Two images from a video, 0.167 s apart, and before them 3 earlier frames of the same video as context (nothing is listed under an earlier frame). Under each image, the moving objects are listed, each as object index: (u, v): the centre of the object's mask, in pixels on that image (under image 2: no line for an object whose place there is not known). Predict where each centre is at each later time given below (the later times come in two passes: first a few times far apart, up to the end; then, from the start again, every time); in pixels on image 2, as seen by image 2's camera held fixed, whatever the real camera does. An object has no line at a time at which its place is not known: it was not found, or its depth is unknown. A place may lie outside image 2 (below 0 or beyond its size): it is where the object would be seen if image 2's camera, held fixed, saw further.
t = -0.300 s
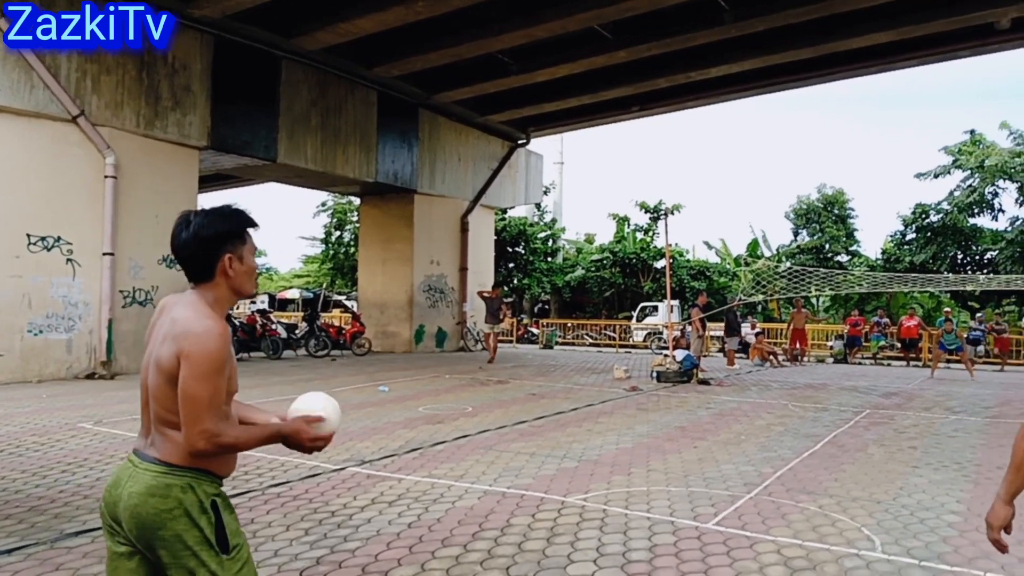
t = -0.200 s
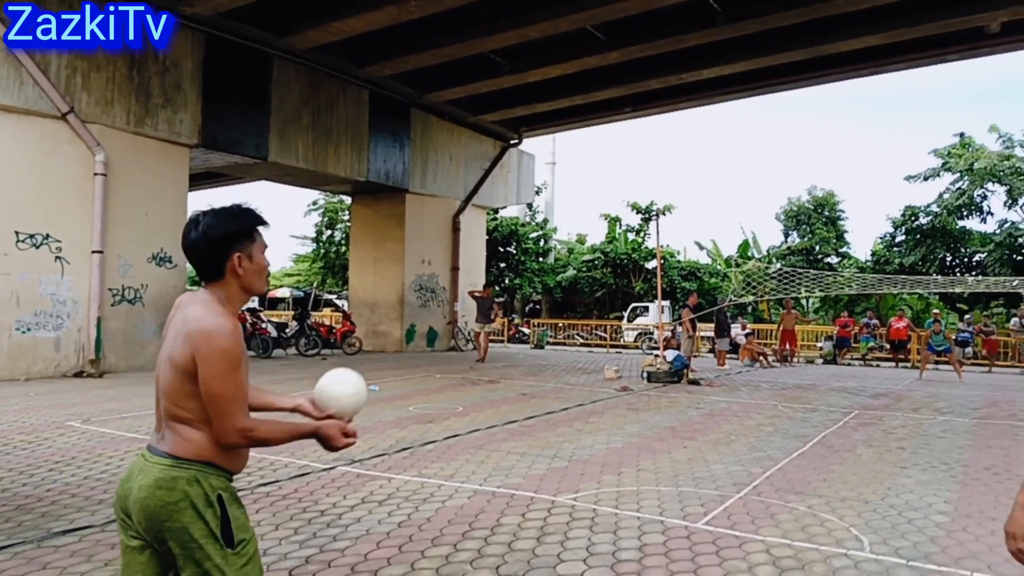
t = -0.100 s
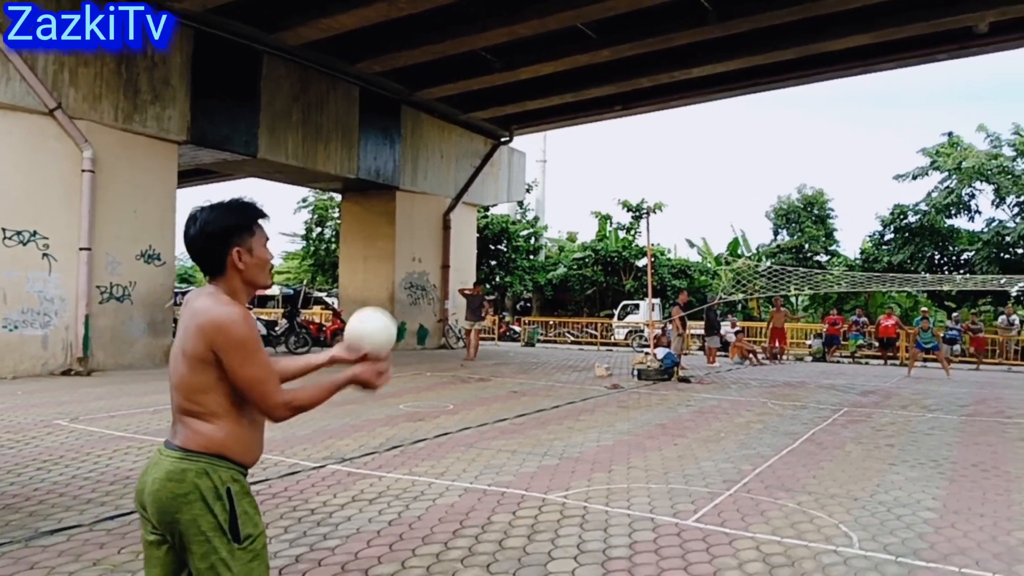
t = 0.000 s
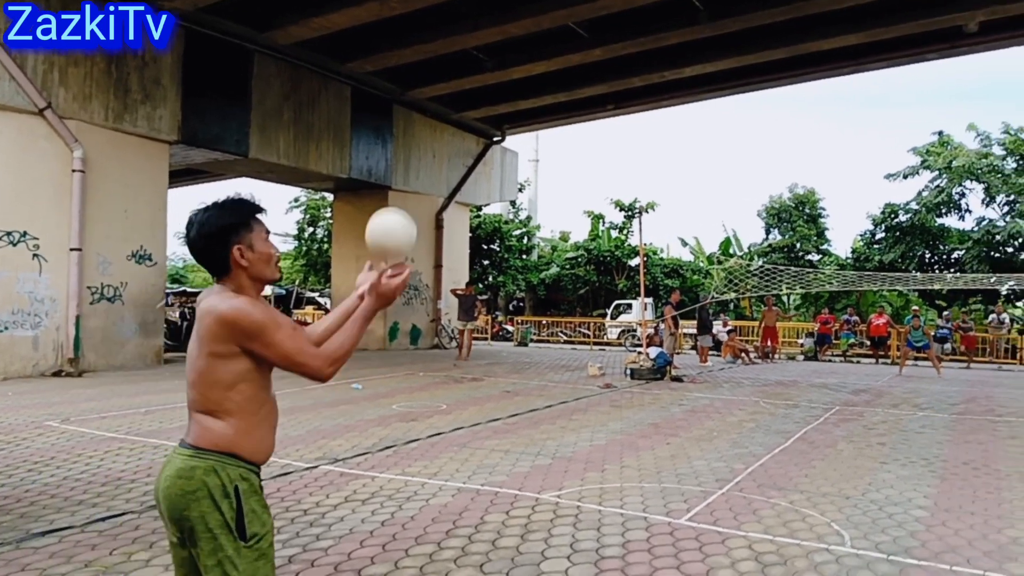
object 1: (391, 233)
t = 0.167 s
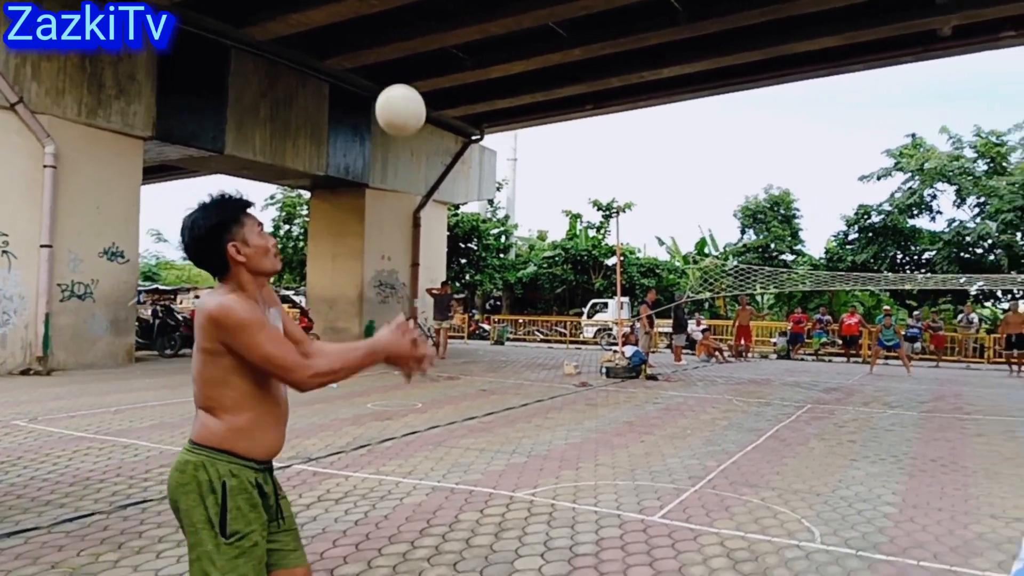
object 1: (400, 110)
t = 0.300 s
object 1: (421, 72)
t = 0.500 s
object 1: (451, 115)
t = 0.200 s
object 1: (406, 96)
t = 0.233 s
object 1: (410, 84)
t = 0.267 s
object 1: (415, 76)
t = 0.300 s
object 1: (421, 72)
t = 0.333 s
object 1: (426, 70)
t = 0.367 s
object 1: (431, 72)
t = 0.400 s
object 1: (436, 78)
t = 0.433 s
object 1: (441, 87)
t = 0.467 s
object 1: (446, 100)
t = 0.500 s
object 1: (451, 115)
